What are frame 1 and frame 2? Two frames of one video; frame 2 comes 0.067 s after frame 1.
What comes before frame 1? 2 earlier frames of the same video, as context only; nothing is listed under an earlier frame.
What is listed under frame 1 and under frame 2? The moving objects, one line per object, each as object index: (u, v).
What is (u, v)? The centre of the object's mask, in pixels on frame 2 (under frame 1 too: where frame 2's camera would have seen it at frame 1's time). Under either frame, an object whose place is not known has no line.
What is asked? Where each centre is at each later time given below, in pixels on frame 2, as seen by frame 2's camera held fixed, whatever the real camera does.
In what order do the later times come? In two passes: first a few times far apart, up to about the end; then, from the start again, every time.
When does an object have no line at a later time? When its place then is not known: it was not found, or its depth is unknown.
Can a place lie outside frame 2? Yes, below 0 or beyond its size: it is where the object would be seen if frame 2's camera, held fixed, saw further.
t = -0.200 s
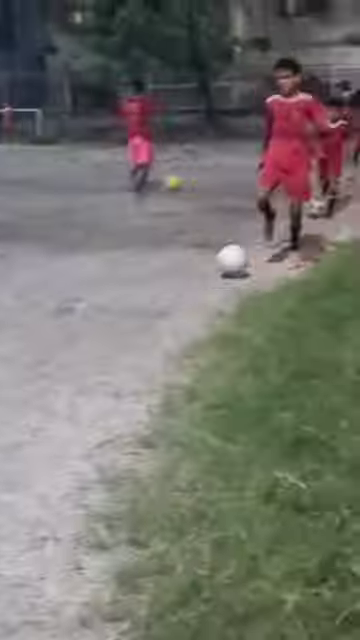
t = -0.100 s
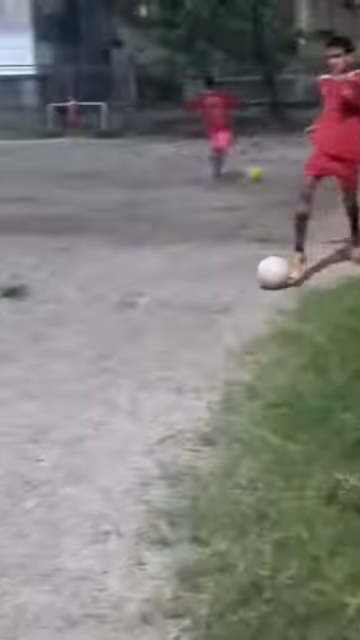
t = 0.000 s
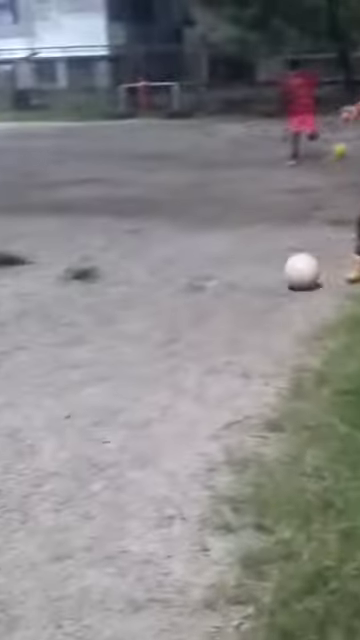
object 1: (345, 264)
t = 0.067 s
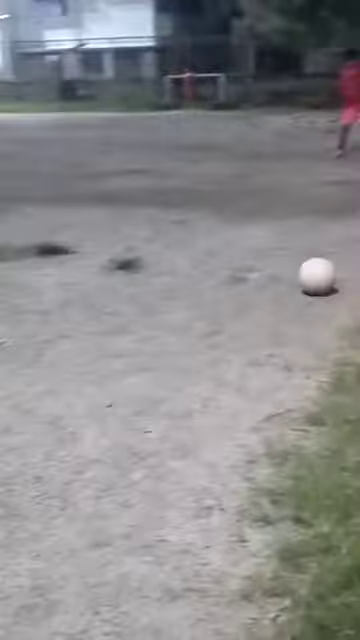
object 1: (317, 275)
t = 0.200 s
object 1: (260, 295)
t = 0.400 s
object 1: (155, 336)
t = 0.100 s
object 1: (304, 279)
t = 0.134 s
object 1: (289, 284)
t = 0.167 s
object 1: (274, 292)
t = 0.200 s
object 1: (260, 295)
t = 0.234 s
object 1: (245, 298)
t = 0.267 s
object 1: (228, 304)
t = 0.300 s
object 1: (212, 312)
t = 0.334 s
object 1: (195, 322)
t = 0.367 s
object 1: (175, 332)
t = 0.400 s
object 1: (155, 336)
